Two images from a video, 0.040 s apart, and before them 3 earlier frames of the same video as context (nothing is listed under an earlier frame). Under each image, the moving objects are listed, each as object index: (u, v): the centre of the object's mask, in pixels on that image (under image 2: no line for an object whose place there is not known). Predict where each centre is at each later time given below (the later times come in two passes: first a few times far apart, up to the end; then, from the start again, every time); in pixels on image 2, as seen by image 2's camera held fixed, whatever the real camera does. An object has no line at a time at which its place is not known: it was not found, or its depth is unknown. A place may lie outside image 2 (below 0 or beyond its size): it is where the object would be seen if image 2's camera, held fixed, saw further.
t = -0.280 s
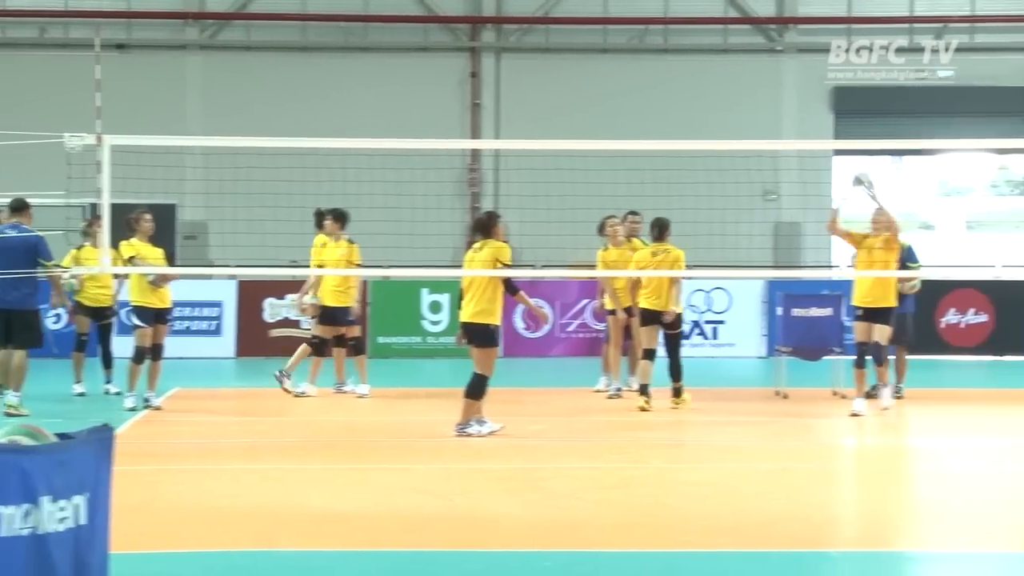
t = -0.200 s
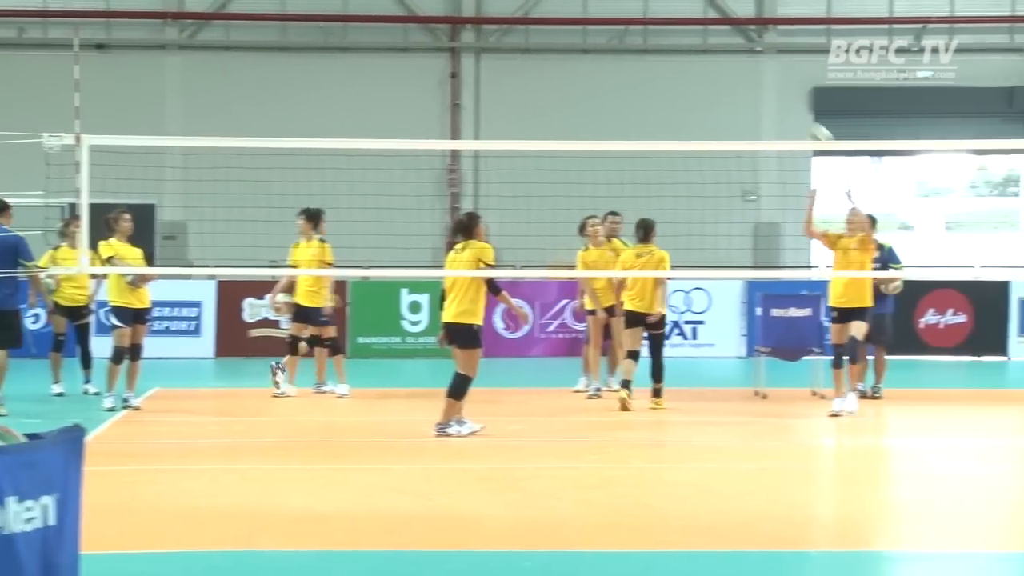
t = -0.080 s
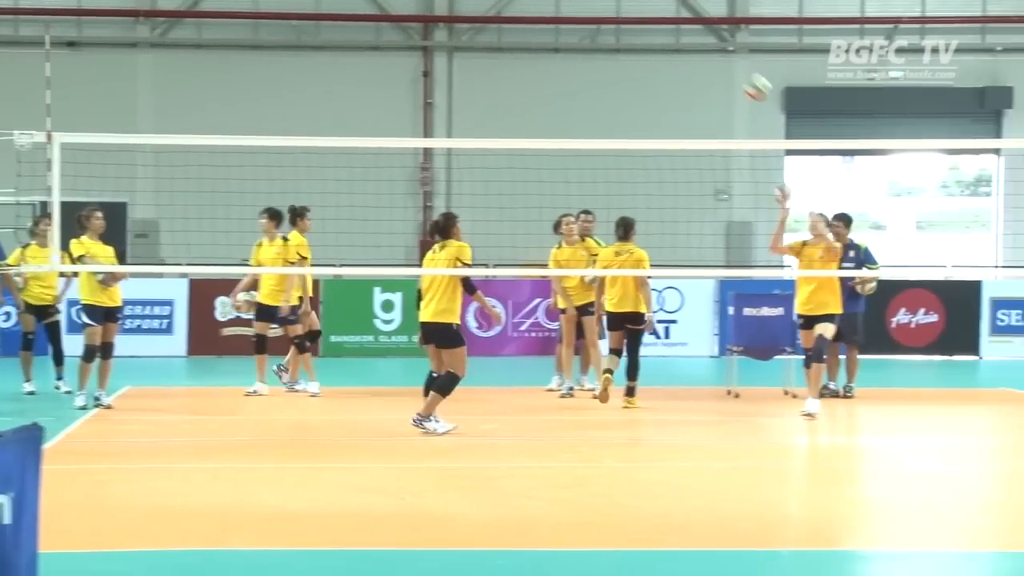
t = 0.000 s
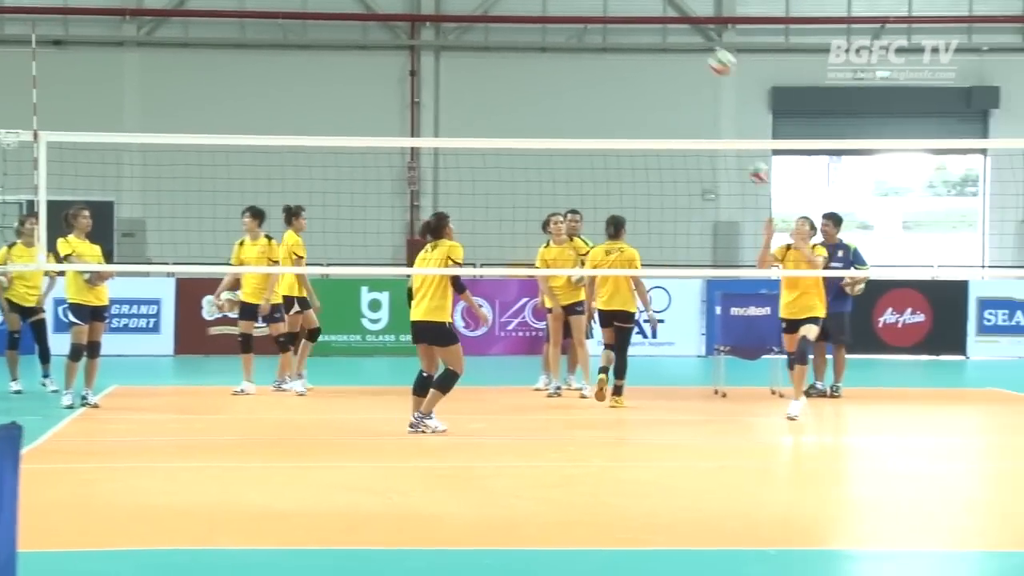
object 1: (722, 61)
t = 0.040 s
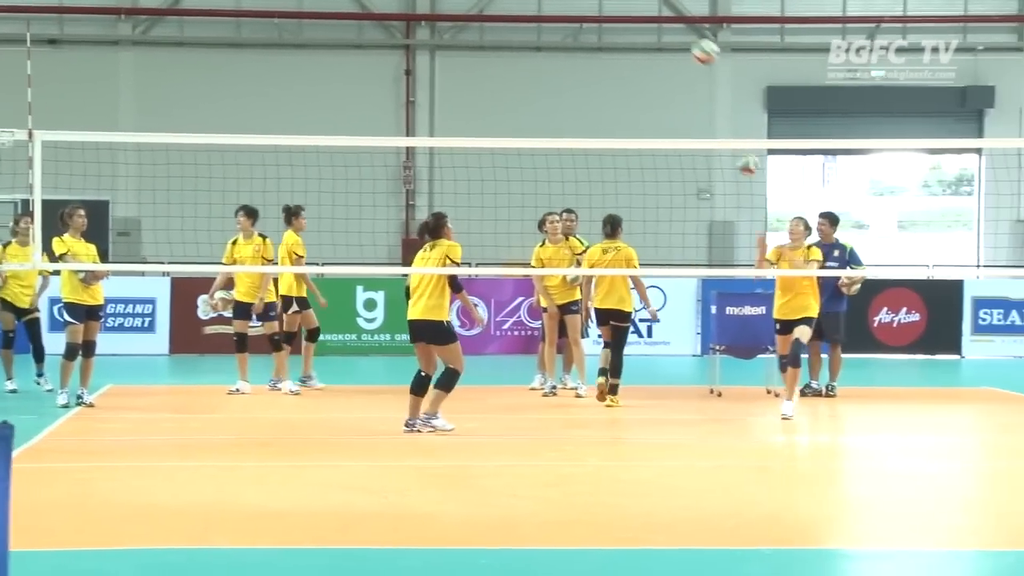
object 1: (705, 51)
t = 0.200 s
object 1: (655, 31)
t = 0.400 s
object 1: (599, 49)
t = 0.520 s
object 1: (563, 86)
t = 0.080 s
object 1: (693, 44)
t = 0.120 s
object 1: (680, 38)
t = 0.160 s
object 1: (667, 33)
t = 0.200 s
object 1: (655, 31)
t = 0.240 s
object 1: (644, 30)
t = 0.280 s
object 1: (633, 31)
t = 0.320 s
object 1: (621, 37)
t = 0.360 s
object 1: (610, 42)
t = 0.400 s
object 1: (599, 49)
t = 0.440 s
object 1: (587, 60)
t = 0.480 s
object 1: (575, 72)
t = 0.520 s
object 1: (563, 86)
